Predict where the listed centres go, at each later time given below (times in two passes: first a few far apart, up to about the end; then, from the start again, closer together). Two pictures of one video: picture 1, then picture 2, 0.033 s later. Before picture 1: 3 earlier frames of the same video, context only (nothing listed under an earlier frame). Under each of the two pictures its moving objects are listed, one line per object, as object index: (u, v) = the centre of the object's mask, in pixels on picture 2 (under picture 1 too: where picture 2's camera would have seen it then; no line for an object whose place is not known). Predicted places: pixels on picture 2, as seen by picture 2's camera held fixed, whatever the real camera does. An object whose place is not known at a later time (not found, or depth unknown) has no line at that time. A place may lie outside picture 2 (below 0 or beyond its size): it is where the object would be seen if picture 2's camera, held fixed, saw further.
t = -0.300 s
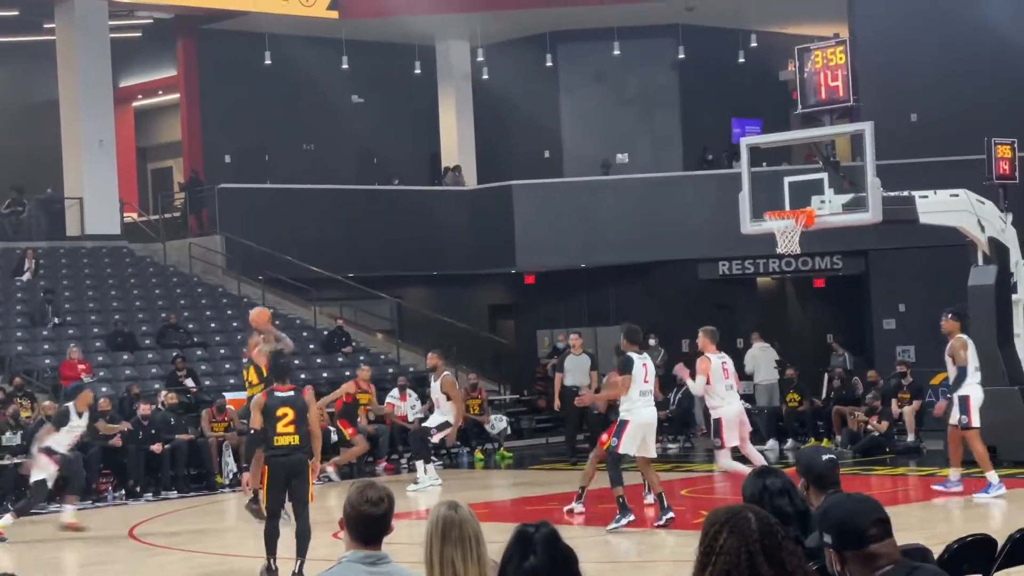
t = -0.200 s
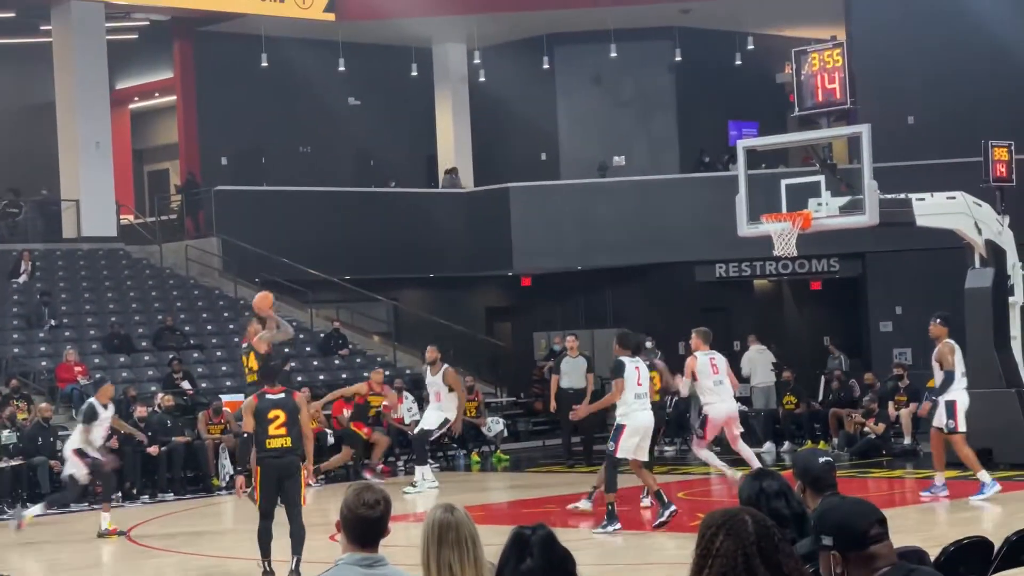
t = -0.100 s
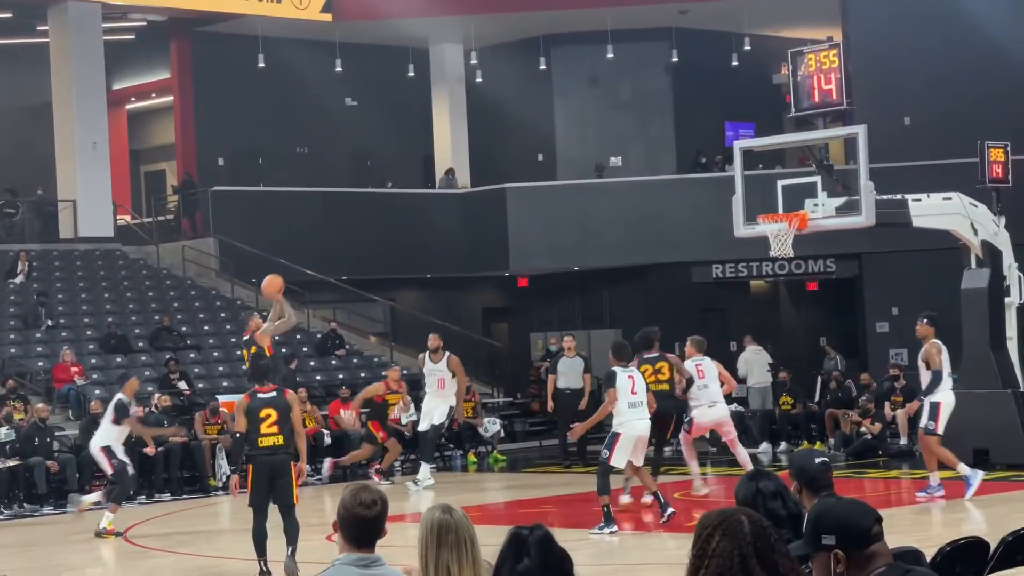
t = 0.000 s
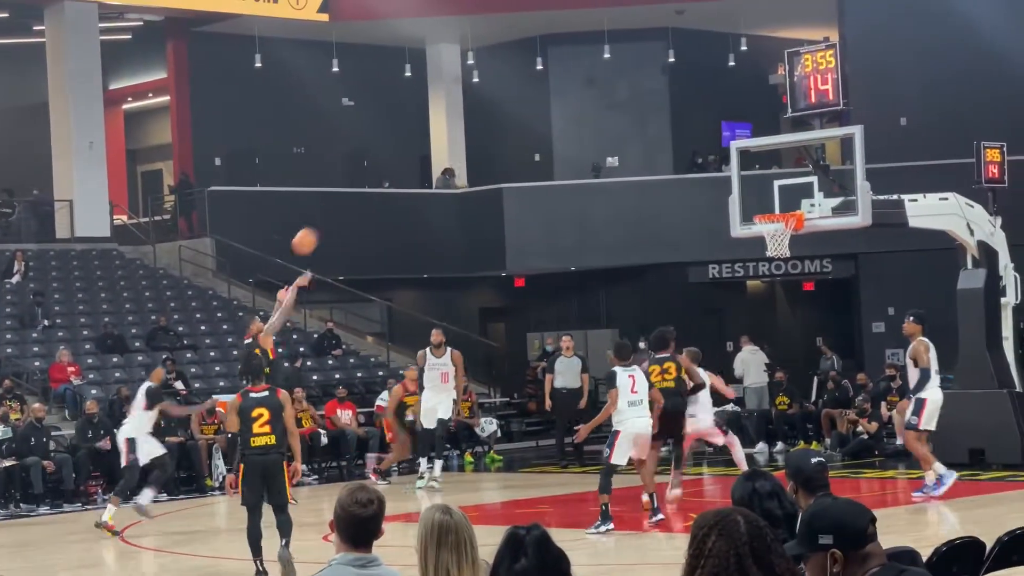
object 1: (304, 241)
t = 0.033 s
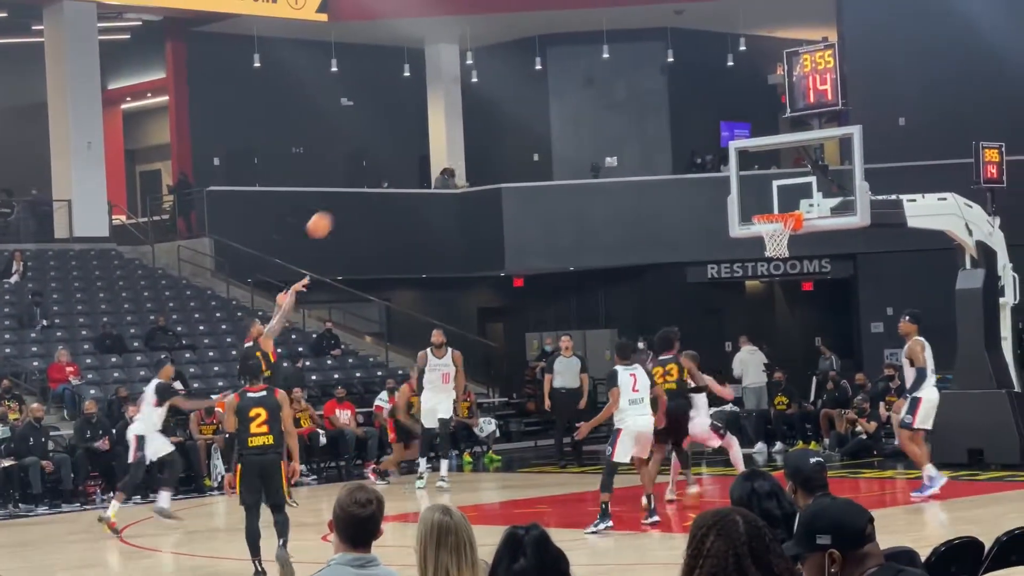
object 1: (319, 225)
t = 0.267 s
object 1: (427, 140)
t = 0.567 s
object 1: (563, 105)
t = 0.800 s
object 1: (668, 131)
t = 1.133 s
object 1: (773, 230)
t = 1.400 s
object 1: (754, 255)
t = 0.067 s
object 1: (335, 209)
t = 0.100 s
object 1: (350, 196)
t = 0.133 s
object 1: (367, 182)
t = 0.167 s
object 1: (382, 170)
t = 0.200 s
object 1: (397, 159)
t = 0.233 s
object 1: (413, 149)
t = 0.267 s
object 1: (427, 140)
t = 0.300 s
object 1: (443, 132)
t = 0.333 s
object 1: (459, 124)
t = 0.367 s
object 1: (474, 119)
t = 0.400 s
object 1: (488, 114)
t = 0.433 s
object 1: (503, 110)
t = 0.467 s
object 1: (518, 107)
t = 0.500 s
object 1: (533, 105)
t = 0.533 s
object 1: (548, 104)
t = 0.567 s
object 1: (563, 105)
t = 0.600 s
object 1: (577, 105)
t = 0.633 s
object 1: (593, 107)
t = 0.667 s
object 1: (608, 110)
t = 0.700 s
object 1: (624, 114)
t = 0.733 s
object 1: (638, 119)
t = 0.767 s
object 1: (653, 124)
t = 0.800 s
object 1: (668, 131)
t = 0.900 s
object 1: (713, 157)
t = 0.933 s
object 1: (726, 168)
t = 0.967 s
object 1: (744, 180)
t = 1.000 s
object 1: (757, 192)
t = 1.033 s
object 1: (772, 204)
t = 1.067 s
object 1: (780, 212)
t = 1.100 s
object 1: (790, 223)
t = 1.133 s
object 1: (773, 230)
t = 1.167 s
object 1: (772, 234)
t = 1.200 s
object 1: (766, 238)
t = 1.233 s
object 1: (764, 238)
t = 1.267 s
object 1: (761, 239)
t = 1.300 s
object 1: (759, 241)
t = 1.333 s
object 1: (757, 244)
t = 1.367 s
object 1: (756, 249)
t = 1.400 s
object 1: (754, 255)
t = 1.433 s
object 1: (752, 262)
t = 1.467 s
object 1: (752, 272)
